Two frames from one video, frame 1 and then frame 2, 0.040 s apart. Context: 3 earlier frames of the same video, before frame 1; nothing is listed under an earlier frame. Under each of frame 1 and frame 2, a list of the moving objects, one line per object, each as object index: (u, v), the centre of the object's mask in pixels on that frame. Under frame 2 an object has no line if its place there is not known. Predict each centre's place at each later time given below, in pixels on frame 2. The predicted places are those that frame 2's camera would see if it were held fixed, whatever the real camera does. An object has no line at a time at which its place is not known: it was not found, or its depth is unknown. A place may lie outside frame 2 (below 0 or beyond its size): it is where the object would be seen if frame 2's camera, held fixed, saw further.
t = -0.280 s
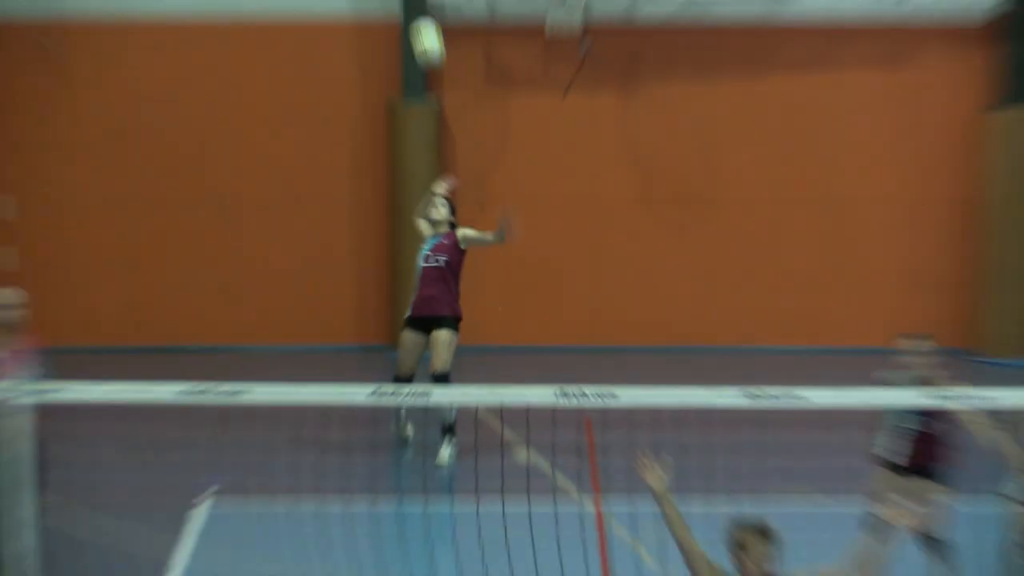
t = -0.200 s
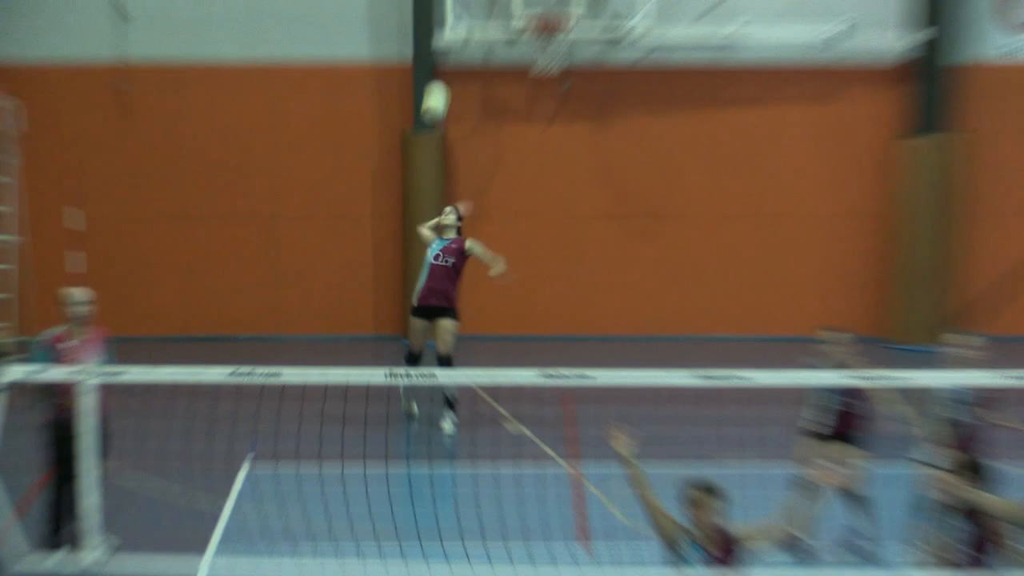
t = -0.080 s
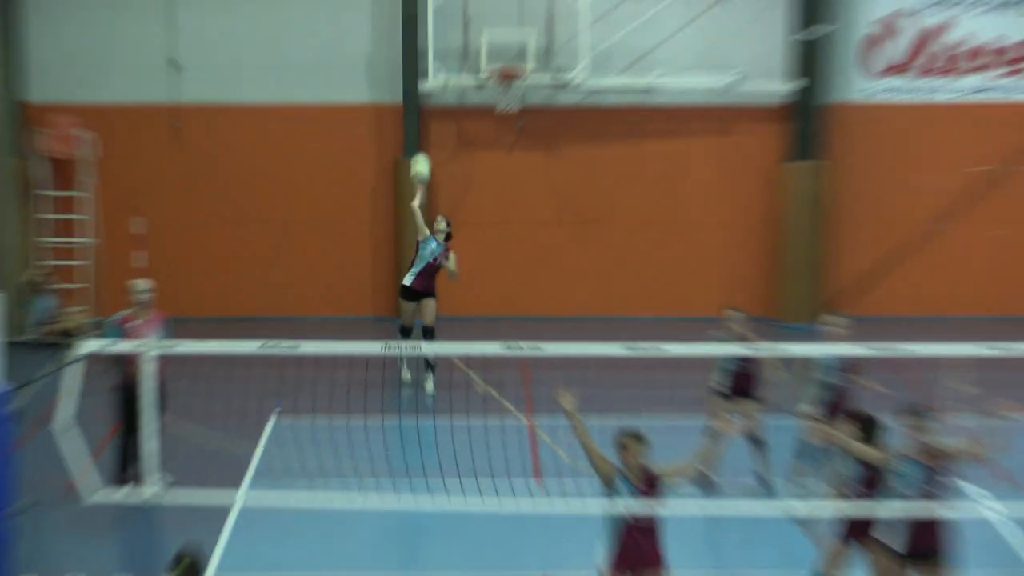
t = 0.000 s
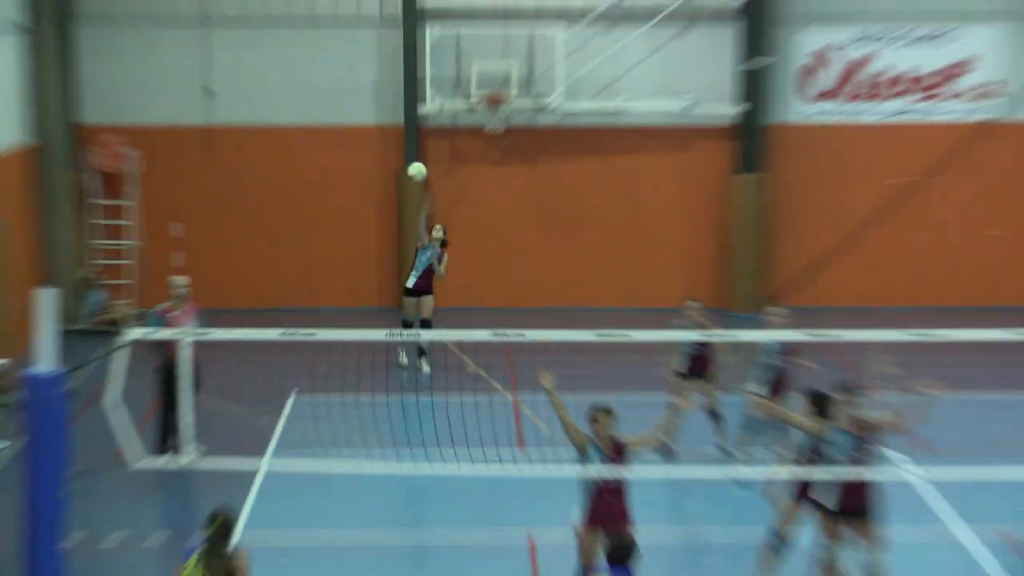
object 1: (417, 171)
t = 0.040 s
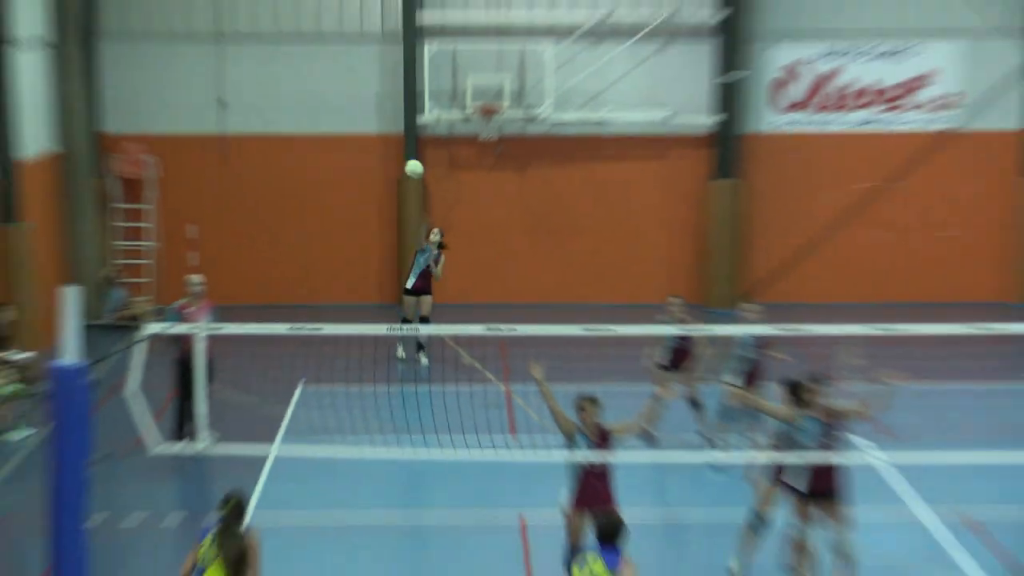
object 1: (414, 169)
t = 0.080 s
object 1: (410, 165)
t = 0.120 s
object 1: (406, 161)
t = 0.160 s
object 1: (403, 159)
